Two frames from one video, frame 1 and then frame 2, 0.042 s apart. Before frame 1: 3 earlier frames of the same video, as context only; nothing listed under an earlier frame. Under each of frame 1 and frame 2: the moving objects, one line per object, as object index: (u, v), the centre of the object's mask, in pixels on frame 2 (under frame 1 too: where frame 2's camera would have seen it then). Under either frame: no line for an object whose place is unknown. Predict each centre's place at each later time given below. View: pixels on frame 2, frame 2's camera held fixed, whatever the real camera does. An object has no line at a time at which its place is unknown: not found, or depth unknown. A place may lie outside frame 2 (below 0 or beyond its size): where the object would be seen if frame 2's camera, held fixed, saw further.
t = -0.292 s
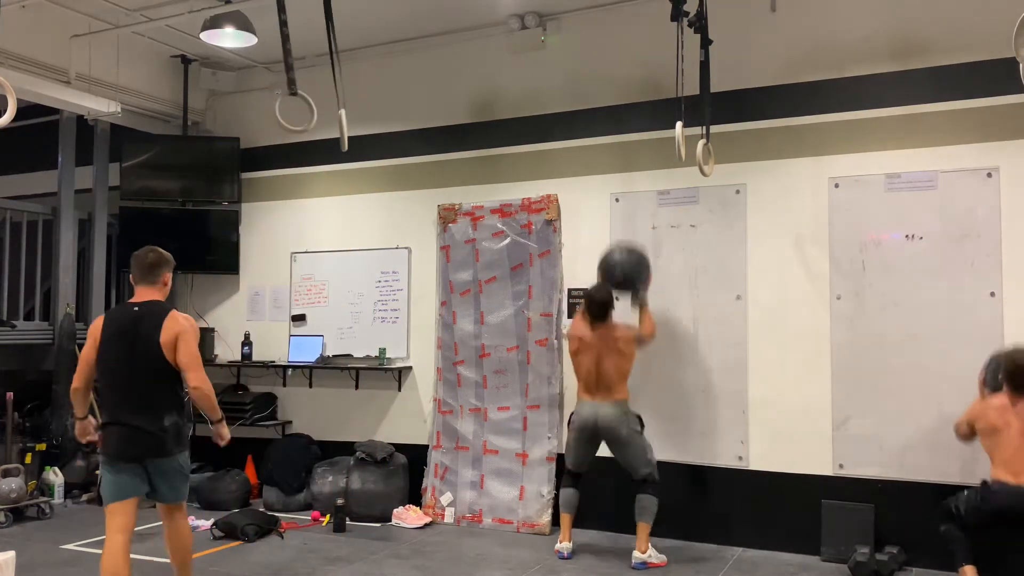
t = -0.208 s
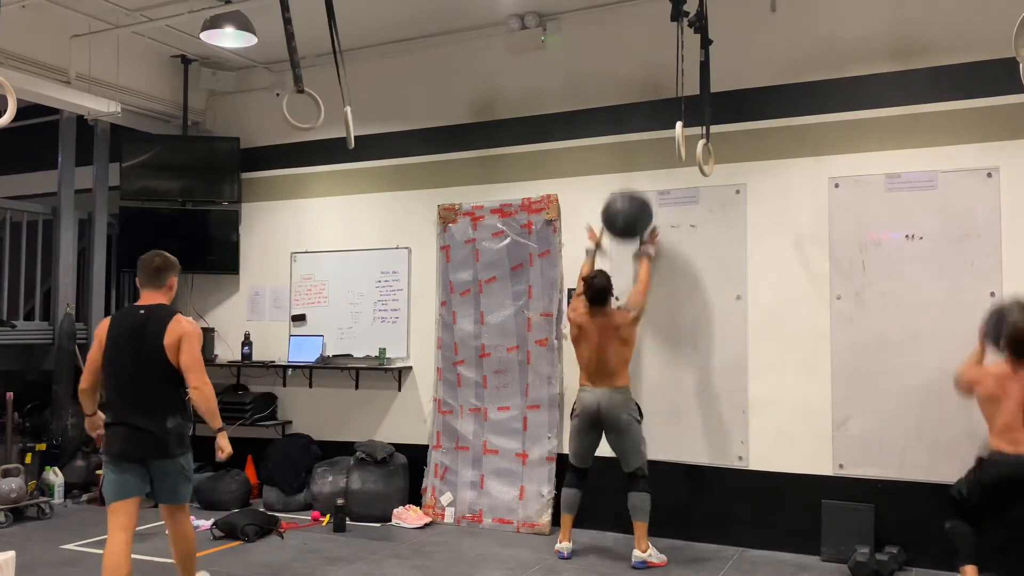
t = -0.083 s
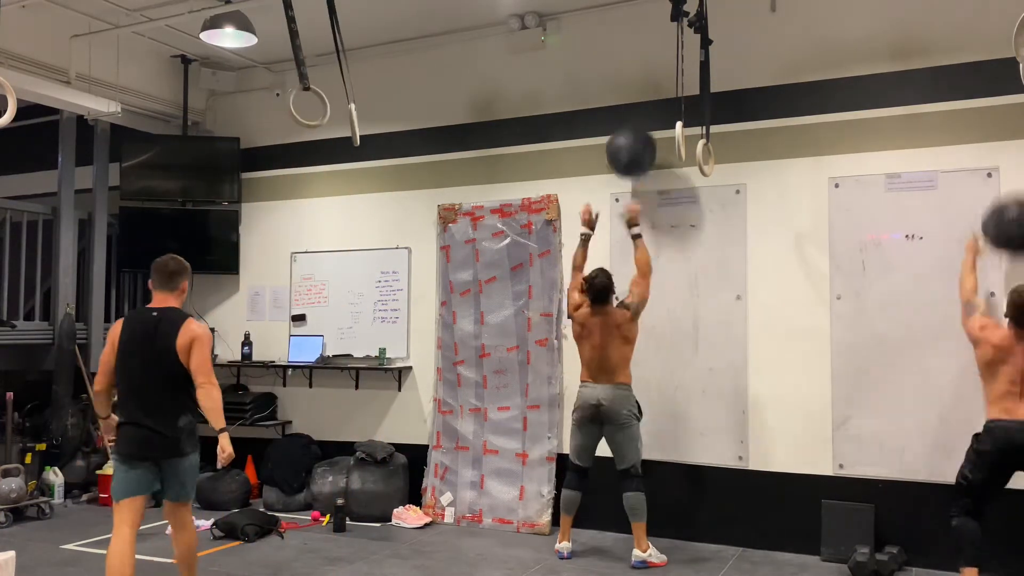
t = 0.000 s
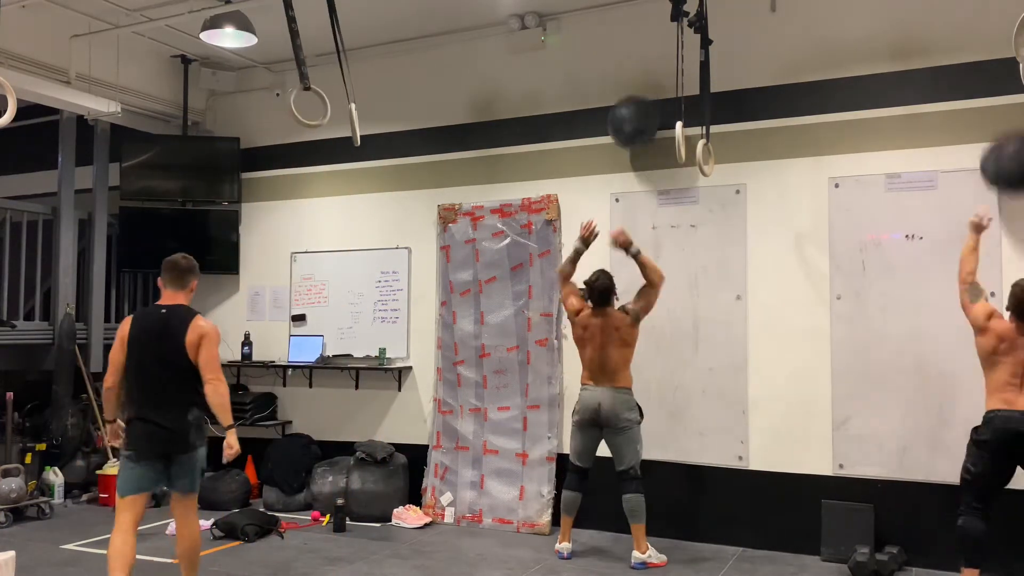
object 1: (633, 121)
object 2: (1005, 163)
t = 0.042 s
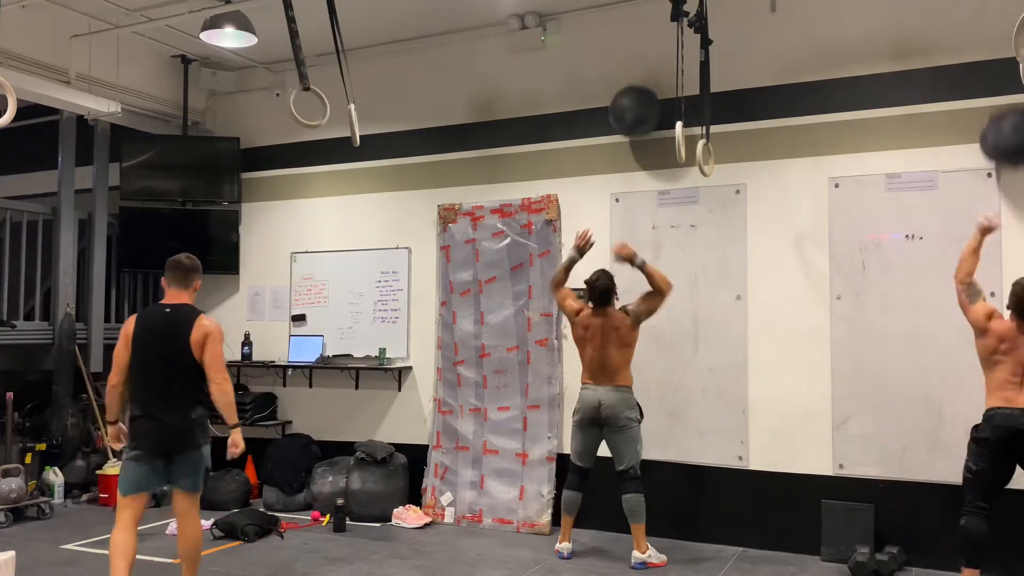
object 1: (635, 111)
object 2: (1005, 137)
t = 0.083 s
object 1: (636, 104)
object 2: (1004, 116)
